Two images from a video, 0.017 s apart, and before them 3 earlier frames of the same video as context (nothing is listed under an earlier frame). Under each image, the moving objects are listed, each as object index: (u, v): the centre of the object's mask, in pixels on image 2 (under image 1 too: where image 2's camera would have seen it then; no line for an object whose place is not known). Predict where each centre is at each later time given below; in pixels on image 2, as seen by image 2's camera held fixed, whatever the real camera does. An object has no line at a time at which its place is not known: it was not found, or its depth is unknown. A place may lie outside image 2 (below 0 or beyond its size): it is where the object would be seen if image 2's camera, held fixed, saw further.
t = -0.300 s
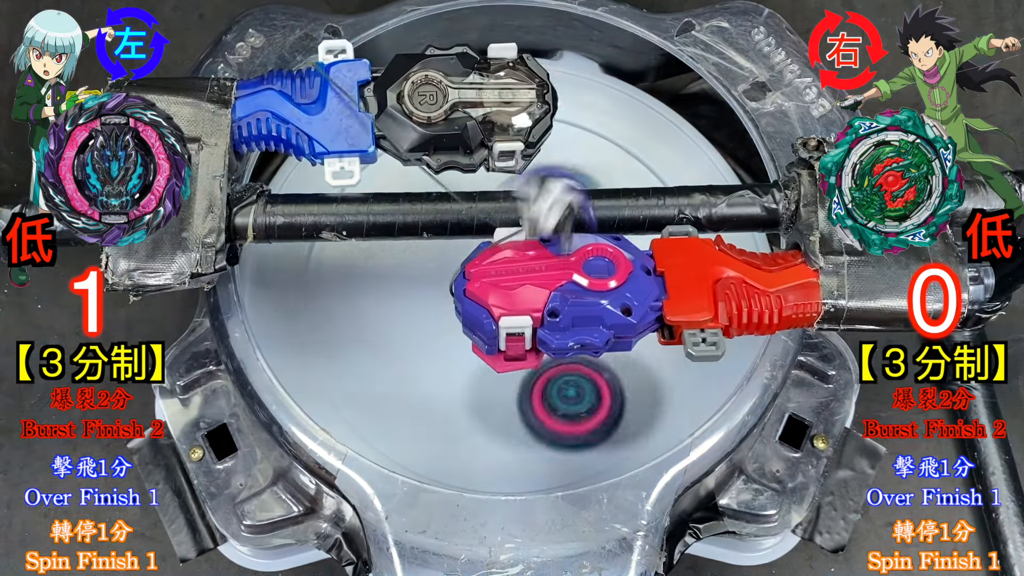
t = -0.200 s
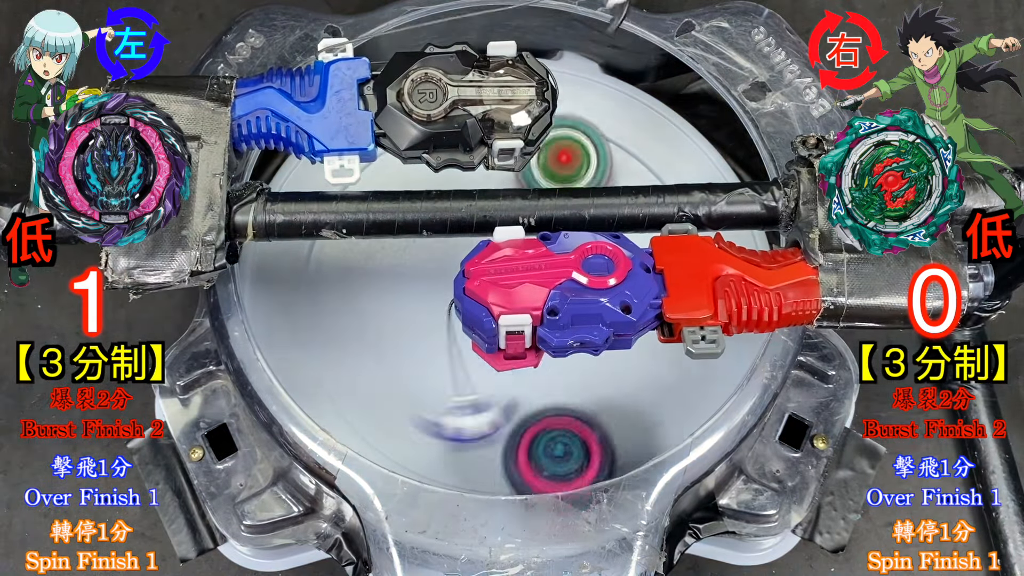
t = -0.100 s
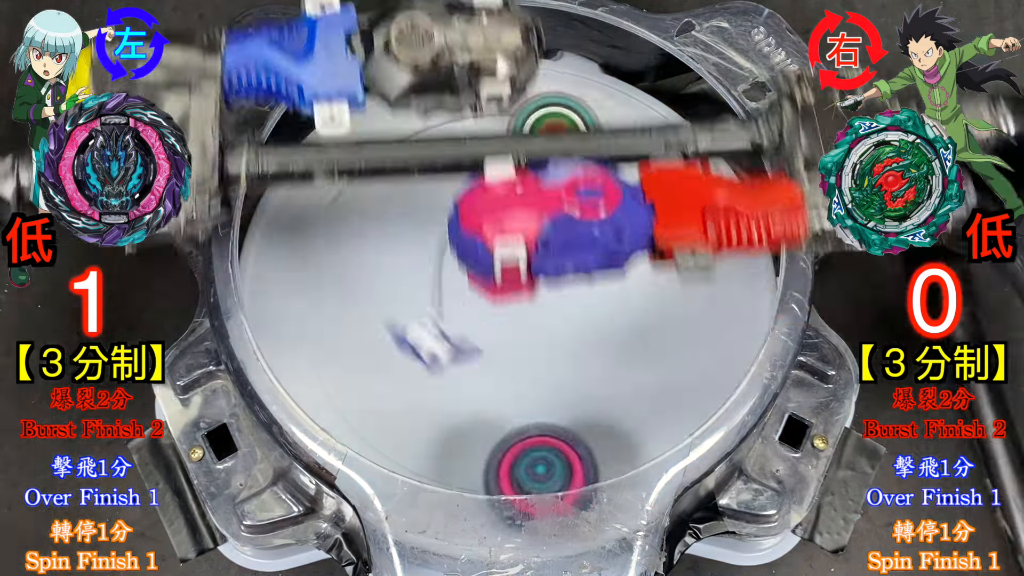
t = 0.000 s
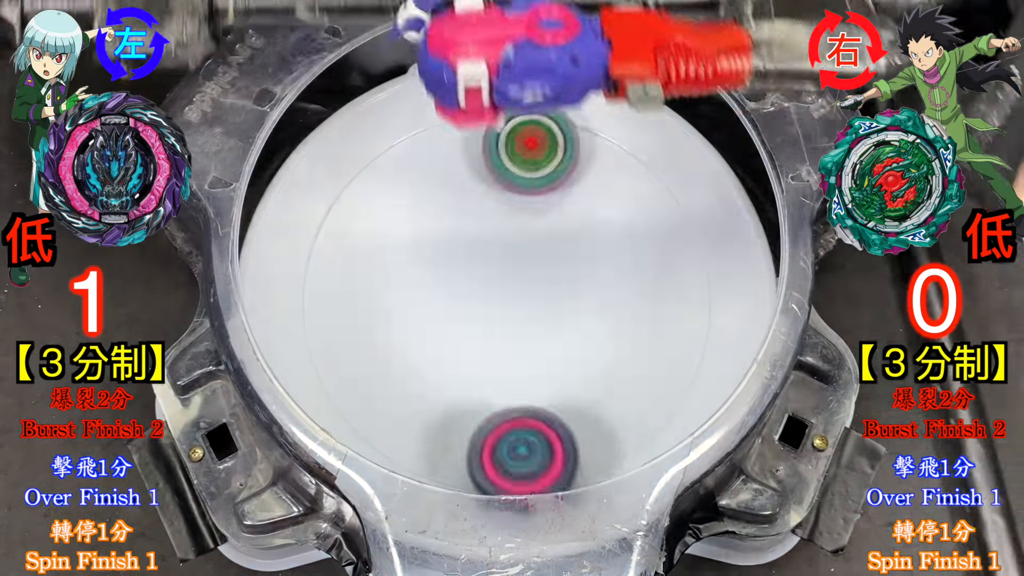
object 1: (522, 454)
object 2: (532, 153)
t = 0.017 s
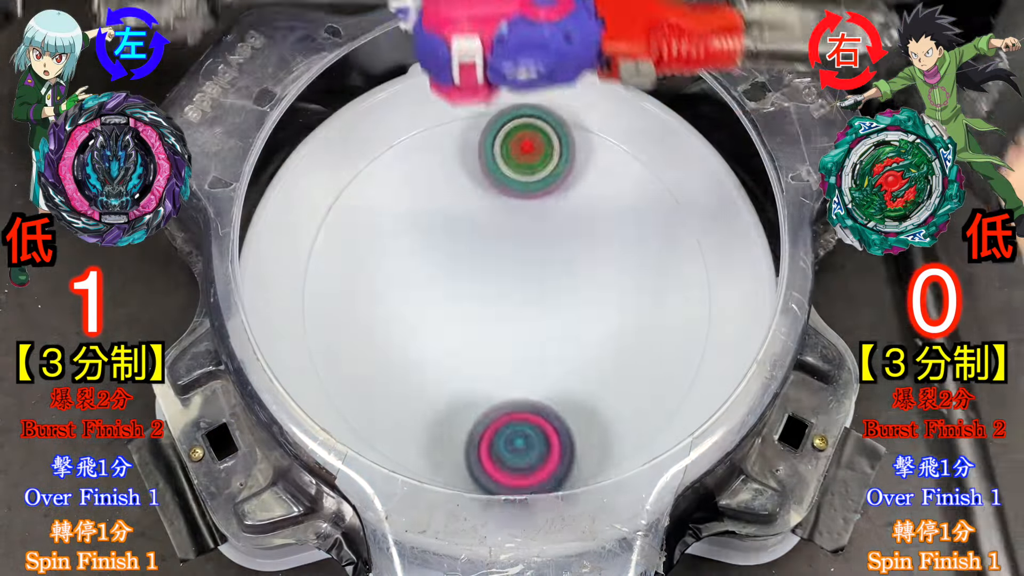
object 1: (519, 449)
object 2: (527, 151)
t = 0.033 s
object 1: (516, 446)
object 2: (522, 155)
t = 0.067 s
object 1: (510, 423)
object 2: (515, 166)
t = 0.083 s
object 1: (507, 410)
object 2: (511, 173)
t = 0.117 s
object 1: (501, 382)
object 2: (506, 188)
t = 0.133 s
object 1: (499, 365)
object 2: (504, 196)
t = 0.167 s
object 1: (499, 332)
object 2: (501, 213)
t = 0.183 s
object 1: (499, 317)
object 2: (501, 222)
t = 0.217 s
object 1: (496, 348)
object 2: (508, 175)
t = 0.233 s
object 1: (494, 368)
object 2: (511, 150)
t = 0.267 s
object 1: (493, 403)
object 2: (518, 103)
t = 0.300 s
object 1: (493, 434)
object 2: (519, 73)
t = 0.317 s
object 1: (492, 445)
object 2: (518, 77)
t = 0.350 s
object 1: (492, 456)
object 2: (515, 97)
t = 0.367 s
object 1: (491, 456)
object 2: (513, 111)
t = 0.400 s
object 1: (489, 451)
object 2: (509, 136)
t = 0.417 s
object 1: (488, 446)
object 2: (507, 147)
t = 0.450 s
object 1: (486, 426)
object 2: (503, 178)
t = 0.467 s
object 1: (485, 415)
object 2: (503, 191)
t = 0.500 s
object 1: (484, 386)
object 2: (502, 219)
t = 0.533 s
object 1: (488, 355)
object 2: (503, 246)
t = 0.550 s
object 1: (487, 351)
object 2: (506, 251)
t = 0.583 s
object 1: (472, 407)
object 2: (530, 192)
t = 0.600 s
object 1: (465, 436)
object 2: (541, 162)
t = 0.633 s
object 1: (460, 452)
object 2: (560, 112)
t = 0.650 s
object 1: (458, 449)
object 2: (565, 89)
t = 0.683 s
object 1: (457, 443)
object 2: (563, 82)
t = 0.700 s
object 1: (457, 442)
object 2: (559, 91)
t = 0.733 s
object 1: (456, 441)
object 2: (549, 114)
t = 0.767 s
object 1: (454, 422)
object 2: (538, 146)
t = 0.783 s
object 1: (454, 409)
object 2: (534, 158)
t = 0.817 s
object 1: (452, 386)
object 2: (525, 182)
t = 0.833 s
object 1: (452, 370)
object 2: (519, 198)
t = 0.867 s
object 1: (454, 342)
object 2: (511, 226)
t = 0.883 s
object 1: (456, 327)
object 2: (507, 241)
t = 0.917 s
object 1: (442, 348)
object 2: (520, 220)
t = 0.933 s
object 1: (435, 362)
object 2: (527, 207)
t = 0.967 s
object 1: (424, 384)
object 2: (541, 182)
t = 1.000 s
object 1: (417, 401)
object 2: (552, 163)
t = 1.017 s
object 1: (415, 407)
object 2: (556, 155)
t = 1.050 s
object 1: (413, 414)
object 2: (563, 142)
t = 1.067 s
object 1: (414, 414)
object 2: (565, 136)
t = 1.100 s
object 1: (416, 410)
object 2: (567, 127)
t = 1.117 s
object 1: (419, 406)
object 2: (568, 124)
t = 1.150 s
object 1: (426, 392)
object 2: (568, 119)
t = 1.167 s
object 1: (430, 385)
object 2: (567, 118)
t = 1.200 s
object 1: (441, 363)
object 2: (564, 121)
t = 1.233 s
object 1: (454, 341)
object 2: (560, 126)
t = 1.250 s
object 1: (462, 330)
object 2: (558, 129)
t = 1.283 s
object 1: (481, 309)
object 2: (555, 138)
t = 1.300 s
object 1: (491, 297)
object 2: (552, 144)
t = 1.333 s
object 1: (513, 279)
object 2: (549, 155)
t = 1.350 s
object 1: (525, 270)
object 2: (548, 161)
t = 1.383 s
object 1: (546, 268)
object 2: (547, 162)
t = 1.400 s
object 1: (556, 281)
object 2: (548, 151)
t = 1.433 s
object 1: (577, 308)
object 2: (548, 131)
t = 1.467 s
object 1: (599, 334)
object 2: (546, 118)
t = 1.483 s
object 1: (608, 346)
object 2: (545, 114)
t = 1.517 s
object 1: (628, 374)
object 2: (539, 114)
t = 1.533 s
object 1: (635, 388)
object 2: (536, 116)
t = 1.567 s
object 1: (641, 412)
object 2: (530, 125)
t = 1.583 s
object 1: (636, 417)
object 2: (526, 130)
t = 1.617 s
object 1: (615, 422)
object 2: (521, 143)
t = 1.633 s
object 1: (604, 424)
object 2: (519, 151)
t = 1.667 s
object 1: (580, 424)
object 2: (516, 167)
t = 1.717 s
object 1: (555, 423)
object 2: (516, 186)
